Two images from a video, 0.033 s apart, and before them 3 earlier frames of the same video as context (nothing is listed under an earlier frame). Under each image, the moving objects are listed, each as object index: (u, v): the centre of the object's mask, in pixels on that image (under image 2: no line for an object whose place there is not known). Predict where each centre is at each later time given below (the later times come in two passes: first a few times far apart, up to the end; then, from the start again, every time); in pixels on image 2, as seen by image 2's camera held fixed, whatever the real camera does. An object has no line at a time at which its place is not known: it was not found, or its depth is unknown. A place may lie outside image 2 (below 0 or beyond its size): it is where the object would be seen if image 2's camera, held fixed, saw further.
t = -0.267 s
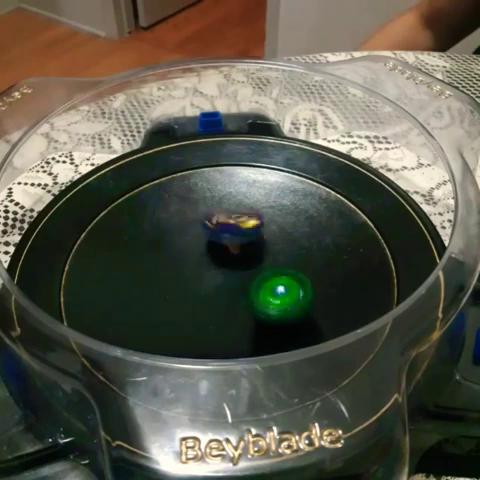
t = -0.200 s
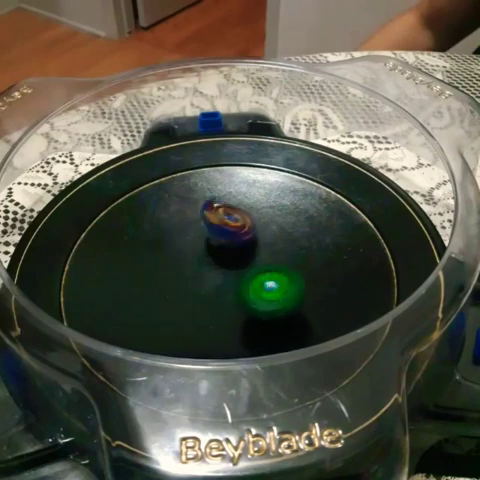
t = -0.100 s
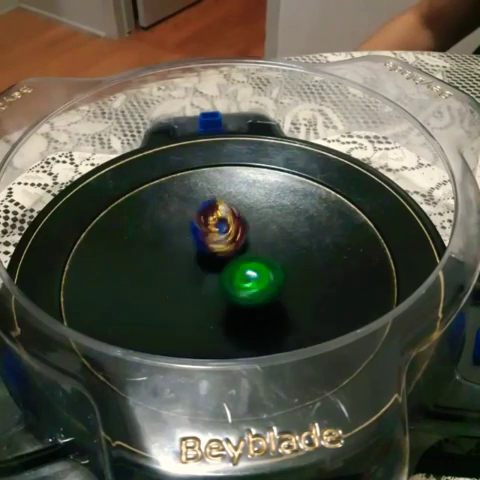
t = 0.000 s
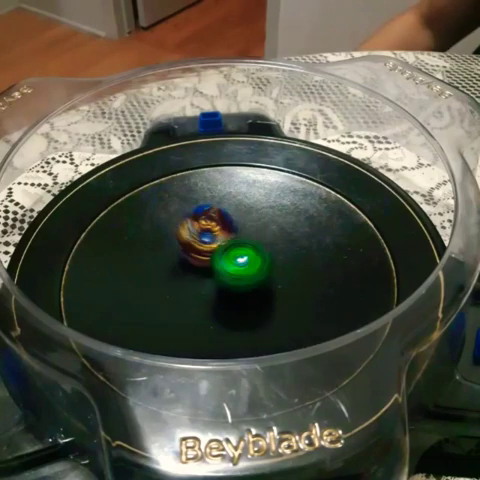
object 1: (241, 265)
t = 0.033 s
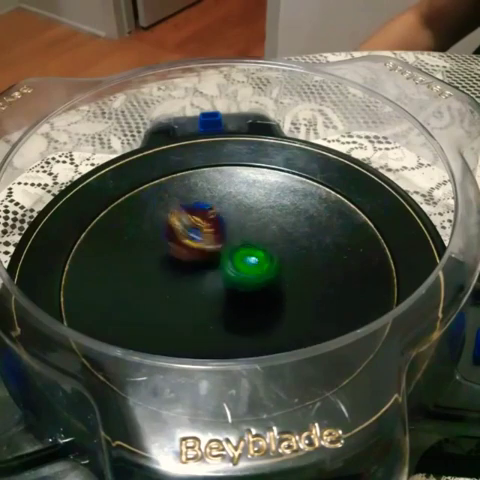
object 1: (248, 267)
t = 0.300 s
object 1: (269, 289)
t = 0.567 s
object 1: (234, 283)
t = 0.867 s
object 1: (249, 280)
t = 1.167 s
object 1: (244, 263)
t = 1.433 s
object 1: (244, 251)
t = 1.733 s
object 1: (232, 250)
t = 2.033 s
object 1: (233, 259)
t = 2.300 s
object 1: (233, 259)
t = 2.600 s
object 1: (232, 259)
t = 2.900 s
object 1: (232, 259)
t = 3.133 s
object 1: (231, 258)
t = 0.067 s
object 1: (257, 271)
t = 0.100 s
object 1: (264, 275)
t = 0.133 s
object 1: (267, 278)
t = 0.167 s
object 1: (268, 280)
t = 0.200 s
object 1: (269, 282)
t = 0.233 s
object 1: (272, 284)
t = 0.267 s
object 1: (271, 287)
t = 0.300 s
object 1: (269, 289)
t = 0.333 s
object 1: (268, 291)
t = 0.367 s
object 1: (263, 290)
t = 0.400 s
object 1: (257, 291)
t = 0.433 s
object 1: (252, 291)
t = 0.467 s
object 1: (247, 288)
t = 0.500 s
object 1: (237, 285)
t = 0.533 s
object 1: (233, 284)
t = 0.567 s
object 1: (234, 283)
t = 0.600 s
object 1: (234, 282)
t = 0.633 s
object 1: (234, 282)
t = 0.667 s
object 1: (238, 283)
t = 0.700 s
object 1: (242, 283)
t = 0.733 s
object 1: (245, 283)
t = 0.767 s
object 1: (248, 282)
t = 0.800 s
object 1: (248, 281)
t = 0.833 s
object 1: (248, 281)
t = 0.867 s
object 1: (249, 280)
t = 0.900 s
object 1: (249, 278)
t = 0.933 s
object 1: (247, 276)
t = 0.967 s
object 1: (244, 275)
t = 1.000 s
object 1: (244, 274)
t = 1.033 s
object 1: (244, 272)
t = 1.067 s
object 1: (244, 269)
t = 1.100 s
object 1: (241, 266)
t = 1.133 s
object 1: (242, 265)
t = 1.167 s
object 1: (244, 263)
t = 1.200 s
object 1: (244, 260)
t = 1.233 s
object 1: (245, 257)
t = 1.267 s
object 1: (246, 255)
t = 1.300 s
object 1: (247, 254)
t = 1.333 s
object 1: (246, 253)
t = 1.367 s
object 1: (245, 252)
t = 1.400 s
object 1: (245, 252)
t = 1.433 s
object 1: (244, 251)
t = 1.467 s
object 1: (242, 251)
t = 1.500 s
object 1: (239, 250)
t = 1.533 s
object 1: (237, 251)
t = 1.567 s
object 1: (237, 250)
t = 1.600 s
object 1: (235, 249)
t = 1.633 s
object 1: (233, 250)
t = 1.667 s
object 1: (232, 250)
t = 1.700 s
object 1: (233, 251)
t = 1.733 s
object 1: (232, 250)
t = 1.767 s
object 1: (232, 252)
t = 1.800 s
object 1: (232, 252)
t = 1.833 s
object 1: (232, 253)
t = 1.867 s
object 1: (232, 254)
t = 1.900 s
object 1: (232, 256)
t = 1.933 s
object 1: (232, 256)
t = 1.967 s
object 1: (233, 257)
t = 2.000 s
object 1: (233, 258)
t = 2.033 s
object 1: (233, 259)
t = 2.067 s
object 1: (232, 259)
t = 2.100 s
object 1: (232, 259)
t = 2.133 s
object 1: (232, 259)
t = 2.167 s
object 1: (232, 259)
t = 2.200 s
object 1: (232, 259)
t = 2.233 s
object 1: (232, 260)
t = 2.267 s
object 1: (233, 260)
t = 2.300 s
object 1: (233, 259)
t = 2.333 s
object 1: (233, 259)
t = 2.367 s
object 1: (232, 259)
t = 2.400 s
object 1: (232, 259)
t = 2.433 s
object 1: (232, 259)
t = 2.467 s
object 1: (232, 259)
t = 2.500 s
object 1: (232, 259)
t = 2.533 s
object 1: (232, 258)
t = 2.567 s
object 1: (231, 259)
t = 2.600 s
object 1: (232, 259)
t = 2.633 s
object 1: (232, 258)
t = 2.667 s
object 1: (232, 258)
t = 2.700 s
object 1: (232, 258)
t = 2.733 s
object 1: (232, 258)
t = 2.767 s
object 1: (232, 259)
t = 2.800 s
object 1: (232, 259)
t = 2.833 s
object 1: (231, 259)
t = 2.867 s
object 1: (231, 258)
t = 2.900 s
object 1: (232, 259)
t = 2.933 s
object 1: (232, 259)
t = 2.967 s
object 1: (231, 259)
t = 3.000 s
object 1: (231, 259)
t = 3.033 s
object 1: (231, 259)
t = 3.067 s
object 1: (232, 258)
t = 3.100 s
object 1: (232, 259)
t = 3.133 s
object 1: (231, 258)
